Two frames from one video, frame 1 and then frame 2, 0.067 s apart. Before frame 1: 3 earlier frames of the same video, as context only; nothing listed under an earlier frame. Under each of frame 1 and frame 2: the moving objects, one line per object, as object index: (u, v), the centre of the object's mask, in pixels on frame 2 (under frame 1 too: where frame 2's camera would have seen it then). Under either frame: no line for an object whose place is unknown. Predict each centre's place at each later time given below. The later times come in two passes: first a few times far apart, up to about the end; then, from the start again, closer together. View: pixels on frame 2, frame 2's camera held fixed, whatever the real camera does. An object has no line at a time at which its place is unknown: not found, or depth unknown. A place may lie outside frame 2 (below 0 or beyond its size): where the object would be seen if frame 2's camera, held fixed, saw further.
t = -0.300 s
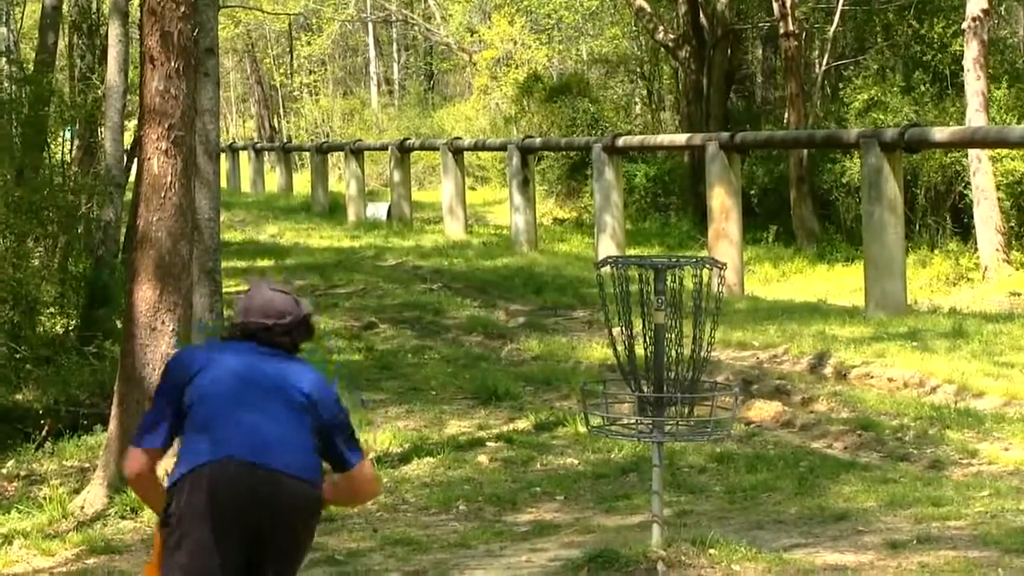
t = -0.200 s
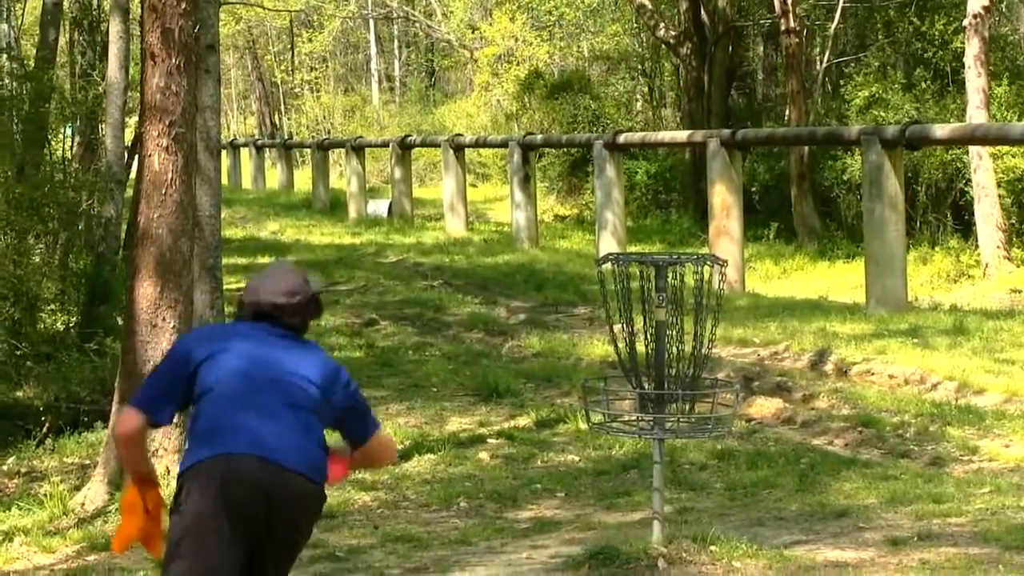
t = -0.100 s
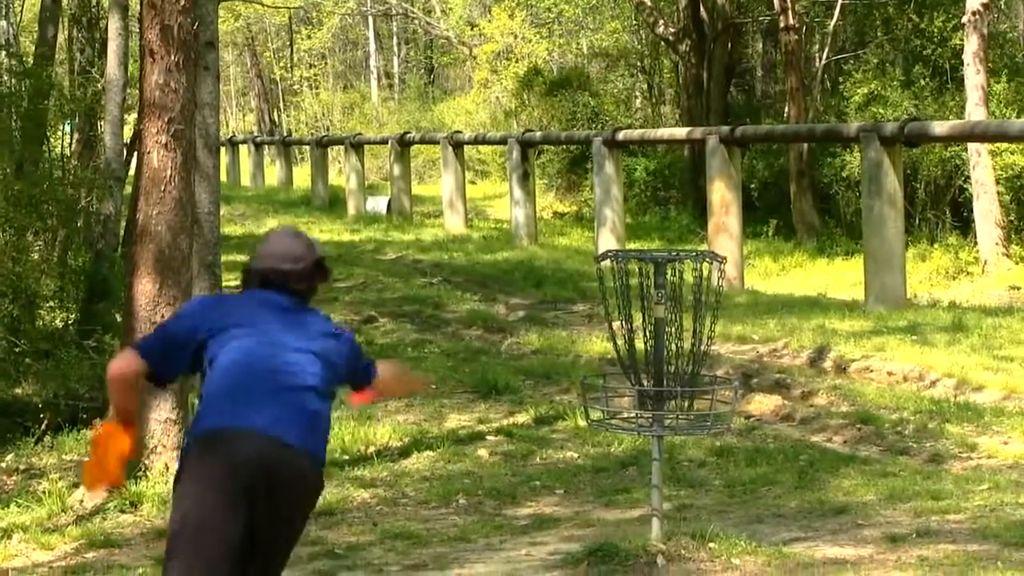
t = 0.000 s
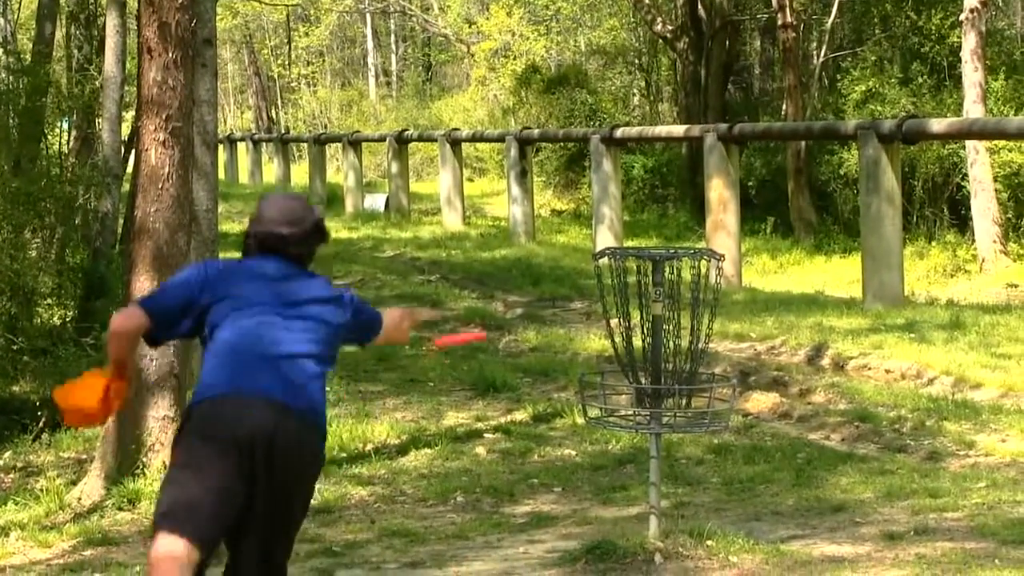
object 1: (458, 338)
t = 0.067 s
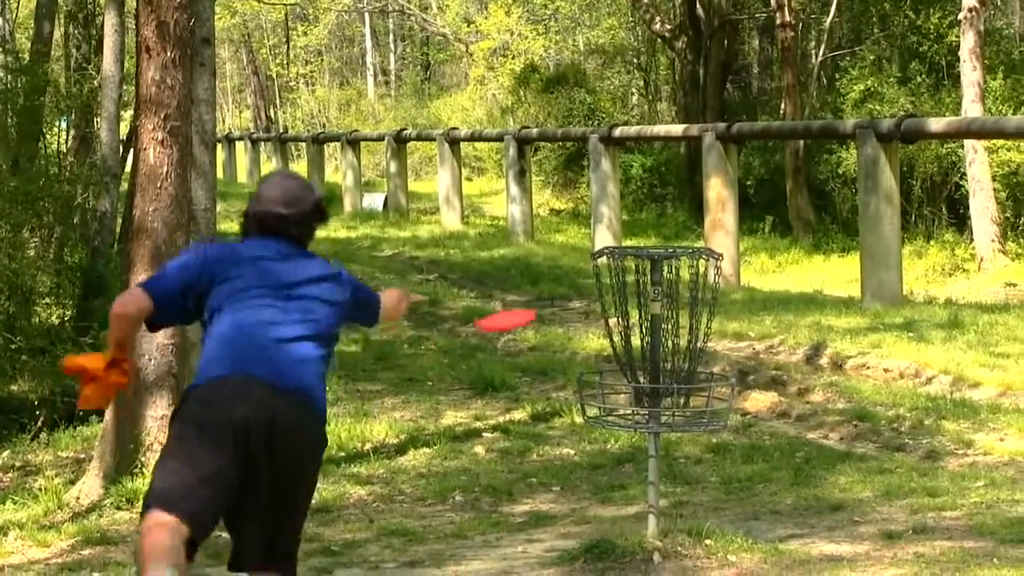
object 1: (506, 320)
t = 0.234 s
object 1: (610, 318)
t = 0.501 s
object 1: (674, 352)
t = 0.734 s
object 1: (695, 409)
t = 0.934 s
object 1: (699, 421)
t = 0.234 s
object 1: (610, 318)
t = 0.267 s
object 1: (629, 322)
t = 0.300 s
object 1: (647, 328)
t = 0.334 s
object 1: (663, 334)
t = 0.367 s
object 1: (669, 341)
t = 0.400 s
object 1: (670, 345)
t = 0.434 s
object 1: (672, 346)
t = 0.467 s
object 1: (673, 349)
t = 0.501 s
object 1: (674, 352)
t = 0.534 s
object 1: (675, 354)
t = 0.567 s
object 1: (678, 359)
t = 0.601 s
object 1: (681, 365)
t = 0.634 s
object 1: (684, 374)
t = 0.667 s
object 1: (687, 386)
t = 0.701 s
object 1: (691, 400)
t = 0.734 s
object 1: (695, 409)
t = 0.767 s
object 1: (698, 419)
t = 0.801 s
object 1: (701, 420)
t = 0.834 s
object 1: (699, 419)
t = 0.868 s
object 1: (698, 419)
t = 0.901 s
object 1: (698, 418)
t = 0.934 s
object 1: (699, 421)
